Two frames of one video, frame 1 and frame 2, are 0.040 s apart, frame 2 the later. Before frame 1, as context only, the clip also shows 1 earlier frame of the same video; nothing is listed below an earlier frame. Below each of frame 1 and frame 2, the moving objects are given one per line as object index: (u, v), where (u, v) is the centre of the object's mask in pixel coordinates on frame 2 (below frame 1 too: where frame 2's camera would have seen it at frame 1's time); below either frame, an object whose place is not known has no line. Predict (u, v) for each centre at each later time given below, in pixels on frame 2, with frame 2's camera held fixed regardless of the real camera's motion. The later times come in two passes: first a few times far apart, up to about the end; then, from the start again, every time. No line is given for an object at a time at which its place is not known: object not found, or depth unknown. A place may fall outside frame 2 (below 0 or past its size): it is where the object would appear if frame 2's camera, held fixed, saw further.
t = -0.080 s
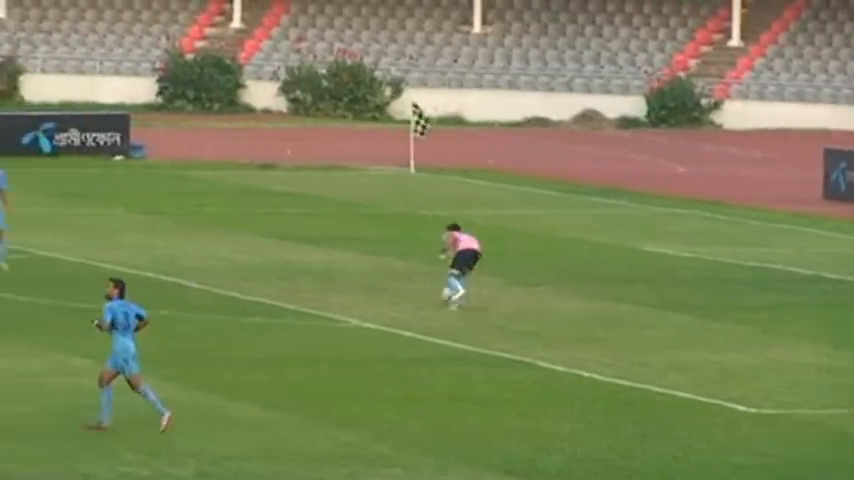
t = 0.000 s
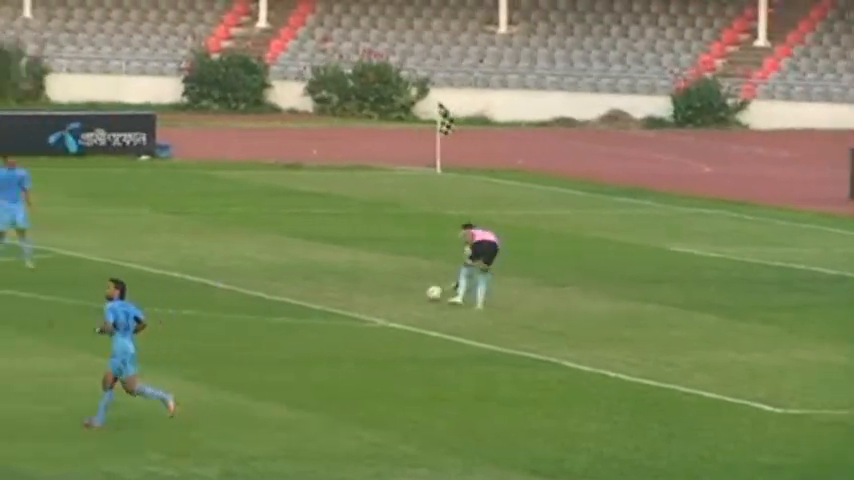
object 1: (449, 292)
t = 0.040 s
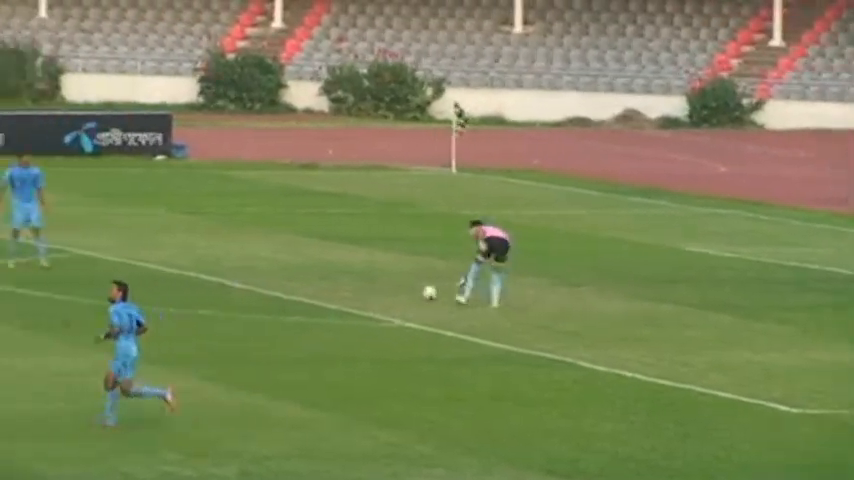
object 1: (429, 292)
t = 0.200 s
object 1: (358, 284)
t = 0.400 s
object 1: (283, 279)
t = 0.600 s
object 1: (220, 272)
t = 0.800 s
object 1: (164, 266)
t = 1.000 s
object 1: (110, 265)
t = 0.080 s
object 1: (410, 292)
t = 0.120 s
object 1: (393, 288)
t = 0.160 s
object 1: (376, 286)
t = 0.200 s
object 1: (358, 284)
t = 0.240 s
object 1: (342, 284)
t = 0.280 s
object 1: (325, 284)
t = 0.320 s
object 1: (310, 283)
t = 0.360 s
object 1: (296, 281)
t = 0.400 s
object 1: (283, 279)
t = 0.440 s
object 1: (269, 279)
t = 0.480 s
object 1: (256, 279)
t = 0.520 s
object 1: (244, 276)
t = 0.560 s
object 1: (233, 274)
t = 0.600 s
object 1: (220, 272)
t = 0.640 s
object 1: (209, 272)
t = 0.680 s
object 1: (197, 272)
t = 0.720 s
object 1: (185, 271)
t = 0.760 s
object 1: (175, 268)
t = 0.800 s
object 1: (164, 266)
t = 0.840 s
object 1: (153, 265)
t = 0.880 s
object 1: (142, 266)
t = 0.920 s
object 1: (130, 267)
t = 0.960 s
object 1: (120, 268)
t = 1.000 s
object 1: (110, 265)
